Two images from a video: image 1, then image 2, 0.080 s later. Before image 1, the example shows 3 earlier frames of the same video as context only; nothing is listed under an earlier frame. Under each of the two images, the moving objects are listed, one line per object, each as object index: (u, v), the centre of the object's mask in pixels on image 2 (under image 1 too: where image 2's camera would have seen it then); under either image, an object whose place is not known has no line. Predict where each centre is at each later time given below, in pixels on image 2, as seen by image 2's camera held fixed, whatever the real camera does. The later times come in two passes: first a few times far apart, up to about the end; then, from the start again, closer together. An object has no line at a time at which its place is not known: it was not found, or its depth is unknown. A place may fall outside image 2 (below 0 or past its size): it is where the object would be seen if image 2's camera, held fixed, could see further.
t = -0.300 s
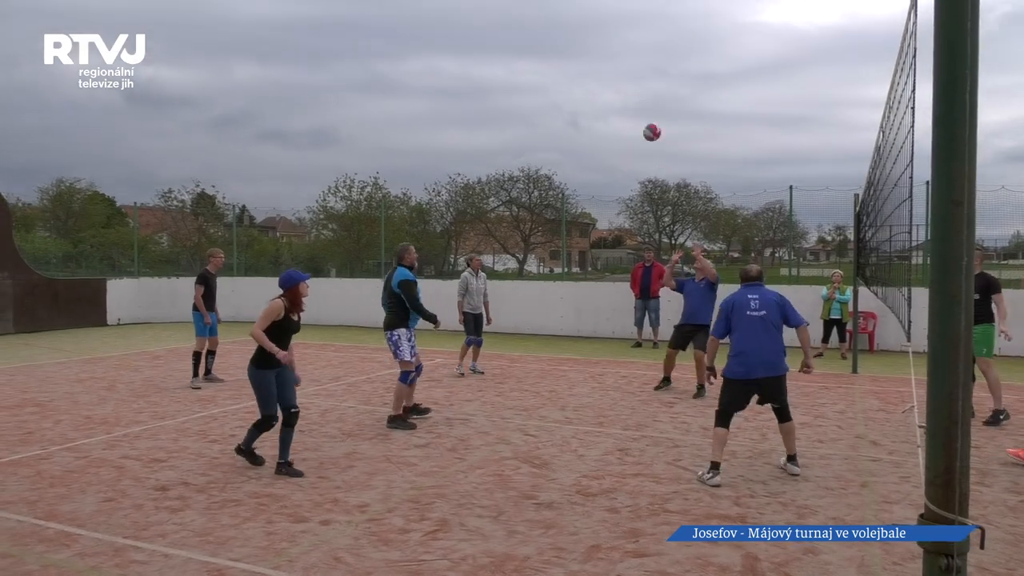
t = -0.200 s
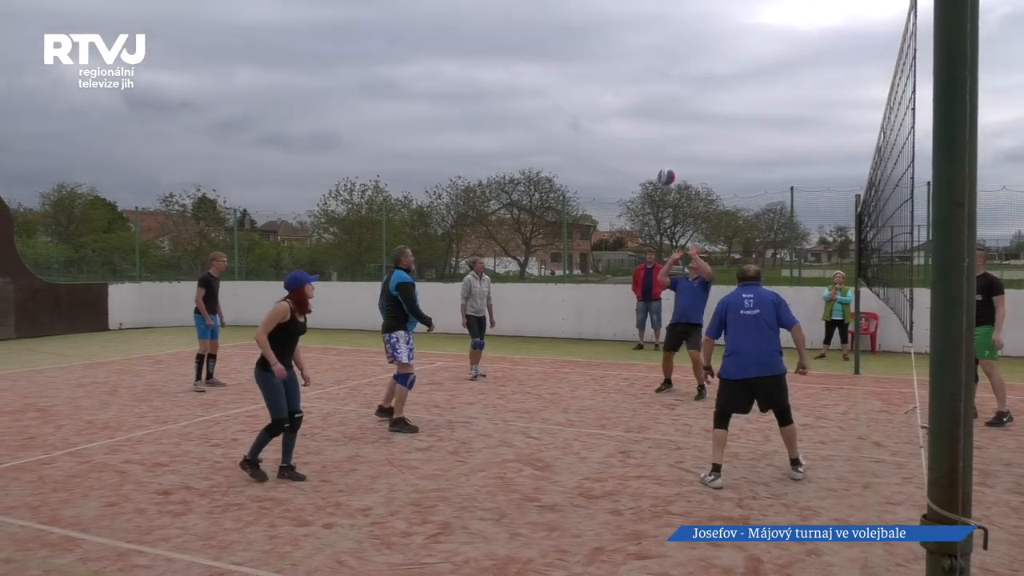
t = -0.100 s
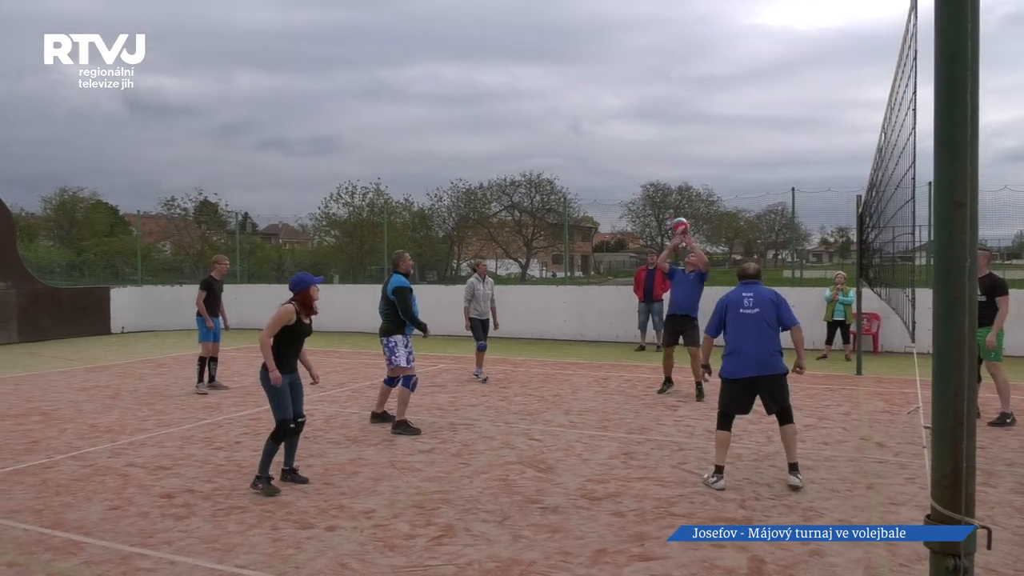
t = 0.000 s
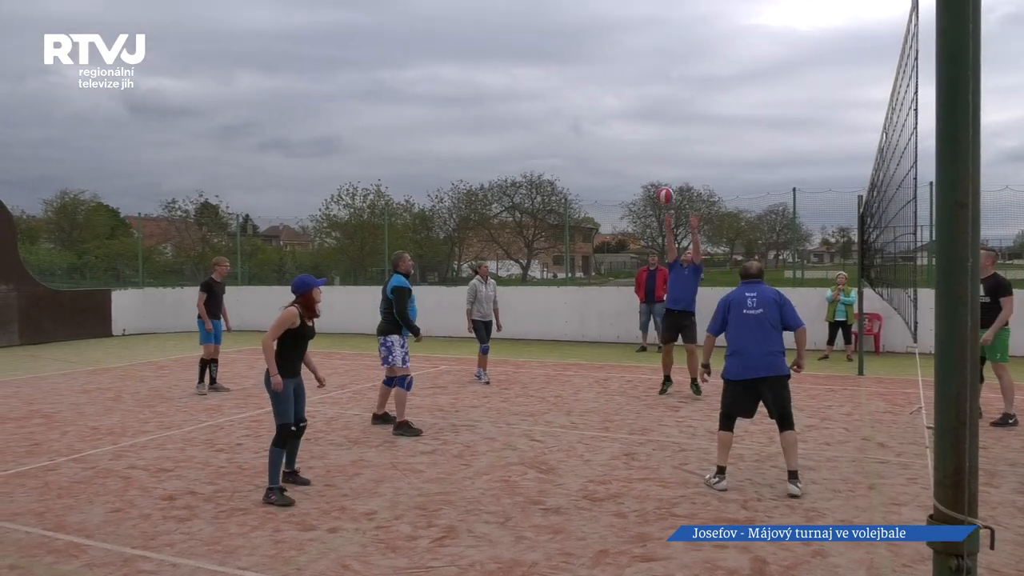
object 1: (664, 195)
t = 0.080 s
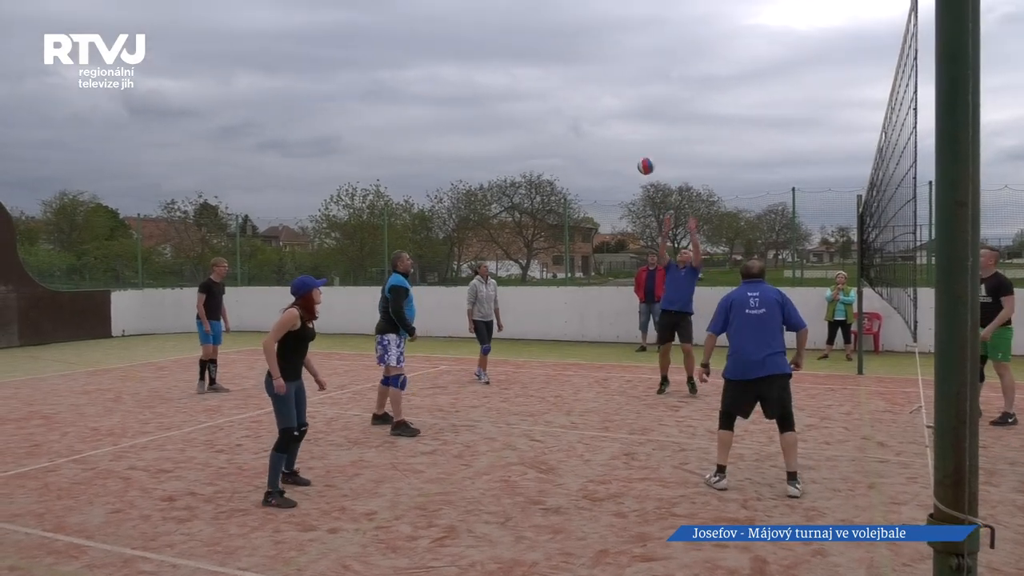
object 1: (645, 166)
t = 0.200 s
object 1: (618, 129)
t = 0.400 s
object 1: (567, 92)
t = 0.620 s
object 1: (508, 89)
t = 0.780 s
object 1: (462, 117)
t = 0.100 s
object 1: (641, 159)
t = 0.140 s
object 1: (632, 147)
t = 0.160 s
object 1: (627, 141)
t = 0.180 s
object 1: (622, 135)
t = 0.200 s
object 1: (618, 129)
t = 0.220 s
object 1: (613, 124)
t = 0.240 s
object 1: (608, 119)
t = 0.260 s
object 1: (603, 115)
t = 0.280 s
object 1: (598, 111)
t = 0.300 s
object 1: (593, 107)
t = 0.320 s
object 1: (588, 103)
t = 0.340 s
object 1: (583, 100)
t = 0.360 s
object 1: (578, 97)
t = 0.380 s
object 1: (573, 94)
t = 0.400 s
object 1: (567, 92)
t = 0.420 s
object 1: (562, 90)
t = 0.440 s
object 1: (557, 88)
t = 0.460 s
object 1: (551, 87)
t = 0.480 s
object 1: (546, 86)
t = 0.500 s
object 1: (541, 85)
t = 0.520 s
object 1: (535, 85)
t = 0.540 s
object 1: (530, 85)
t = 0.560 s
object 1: (525, 85)
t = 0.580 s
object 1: (519, 86)
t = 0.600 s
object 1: (514, 88)
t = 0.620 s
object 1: (508, 89)
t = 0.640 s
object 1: (503, 92)
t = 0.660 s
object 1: (497, 94)
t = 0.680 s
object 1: (492, 96)
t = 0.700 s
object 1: (486, 99)
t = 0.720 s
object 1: (480, 103)
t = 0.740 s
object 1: (474, 107)
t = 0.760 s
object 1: (468, 111)
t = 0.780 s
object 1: (462, 117)
